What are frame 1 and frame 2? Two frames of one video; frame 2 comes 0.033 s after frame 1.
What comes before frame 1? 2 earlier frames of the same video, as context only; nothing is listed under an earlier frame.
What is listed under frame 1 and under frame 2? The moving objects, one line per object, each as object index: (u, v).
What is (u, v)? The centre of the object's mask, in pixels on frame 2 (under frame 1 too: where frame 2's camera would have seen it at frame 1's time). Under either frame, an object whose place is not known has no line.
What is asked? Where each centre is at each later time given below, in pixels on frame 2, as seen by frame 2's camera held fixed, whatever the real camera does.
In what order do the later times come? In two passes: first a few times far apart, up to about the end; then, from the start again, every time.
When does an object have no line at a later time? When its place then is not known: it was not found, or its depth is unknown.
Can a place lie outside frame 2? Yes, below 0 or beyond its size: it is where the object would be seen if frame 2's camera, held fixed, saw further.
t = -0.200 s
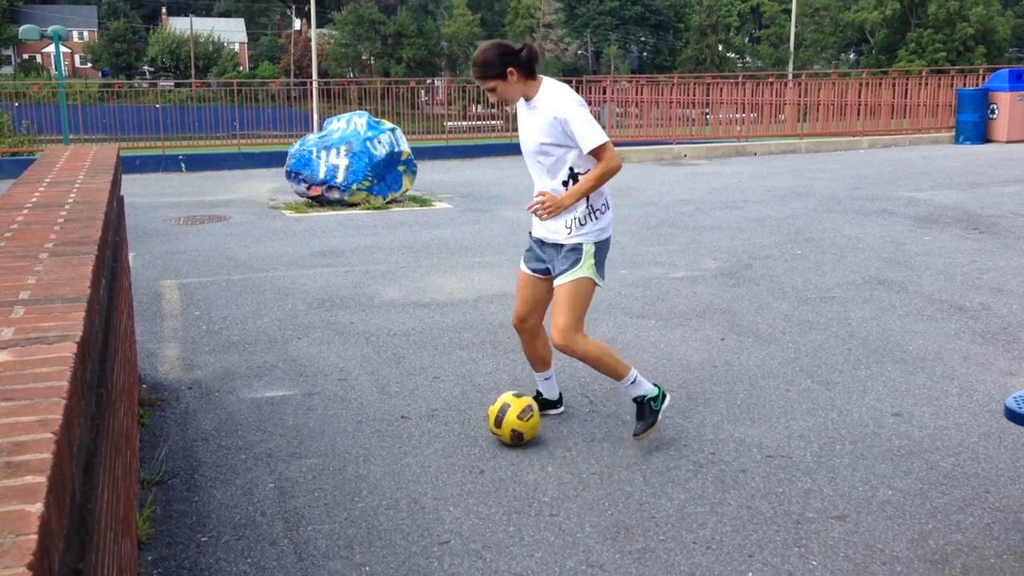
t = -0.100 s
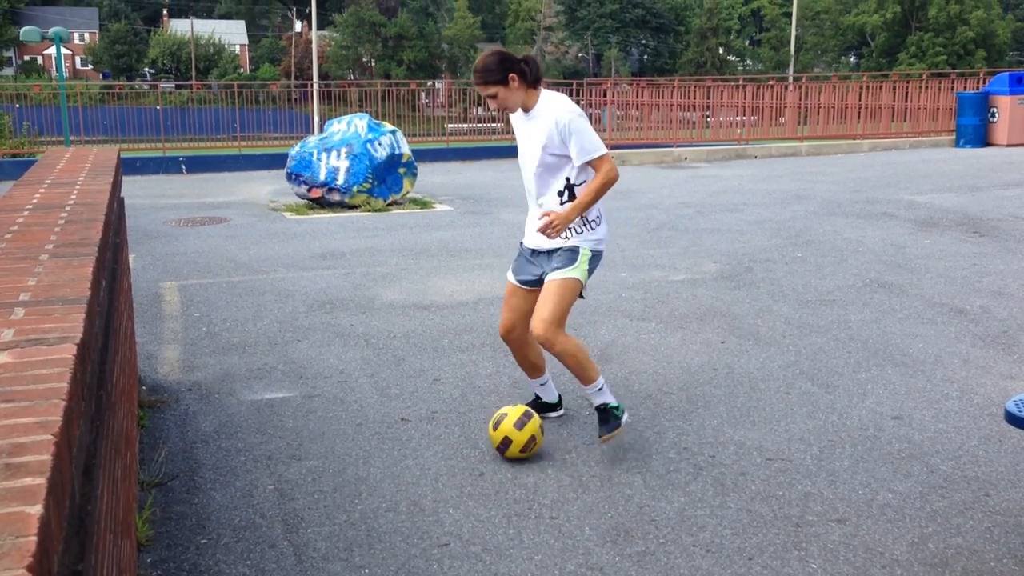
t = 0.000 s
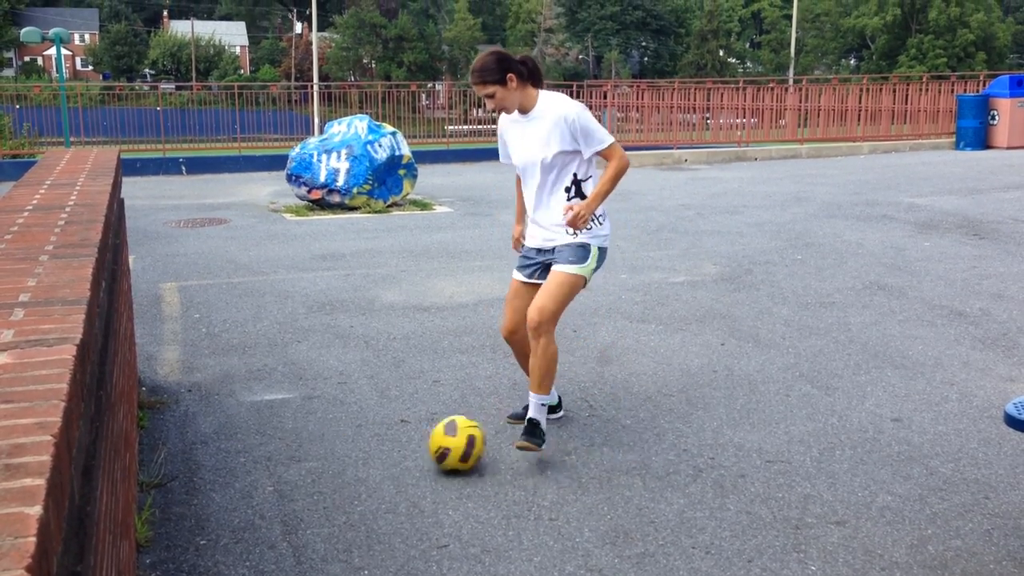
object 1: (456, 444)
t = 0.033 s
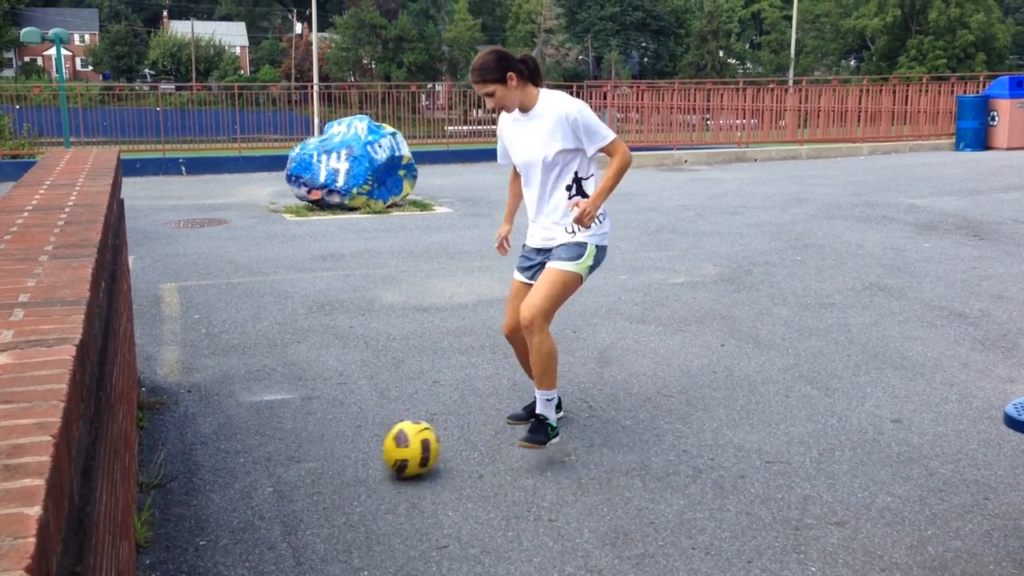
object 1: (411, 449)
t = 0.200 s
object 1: (192, 468)
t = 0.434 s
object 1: (341, 443)
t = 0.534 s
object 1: (394, 425)
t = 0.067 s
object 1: (365, 453)
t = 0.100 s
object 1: (321, 457)
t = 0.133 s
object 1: (277, 461)
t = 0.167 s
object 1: (233, 466)
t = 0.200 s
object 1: (192, 468)
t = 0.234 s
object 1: (168, 465)
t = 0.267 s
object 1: (195, 456)
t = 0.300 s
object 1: (226, 448)
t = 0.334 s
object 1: (255, 442)
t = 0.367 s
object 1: (284, 440)
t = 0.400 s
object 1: (313, 440)
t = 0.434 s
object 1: (341, 443)
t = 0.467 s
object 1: (360, 437)
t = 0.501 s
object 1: (377, 429)
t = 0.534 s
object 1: (394, 425)
